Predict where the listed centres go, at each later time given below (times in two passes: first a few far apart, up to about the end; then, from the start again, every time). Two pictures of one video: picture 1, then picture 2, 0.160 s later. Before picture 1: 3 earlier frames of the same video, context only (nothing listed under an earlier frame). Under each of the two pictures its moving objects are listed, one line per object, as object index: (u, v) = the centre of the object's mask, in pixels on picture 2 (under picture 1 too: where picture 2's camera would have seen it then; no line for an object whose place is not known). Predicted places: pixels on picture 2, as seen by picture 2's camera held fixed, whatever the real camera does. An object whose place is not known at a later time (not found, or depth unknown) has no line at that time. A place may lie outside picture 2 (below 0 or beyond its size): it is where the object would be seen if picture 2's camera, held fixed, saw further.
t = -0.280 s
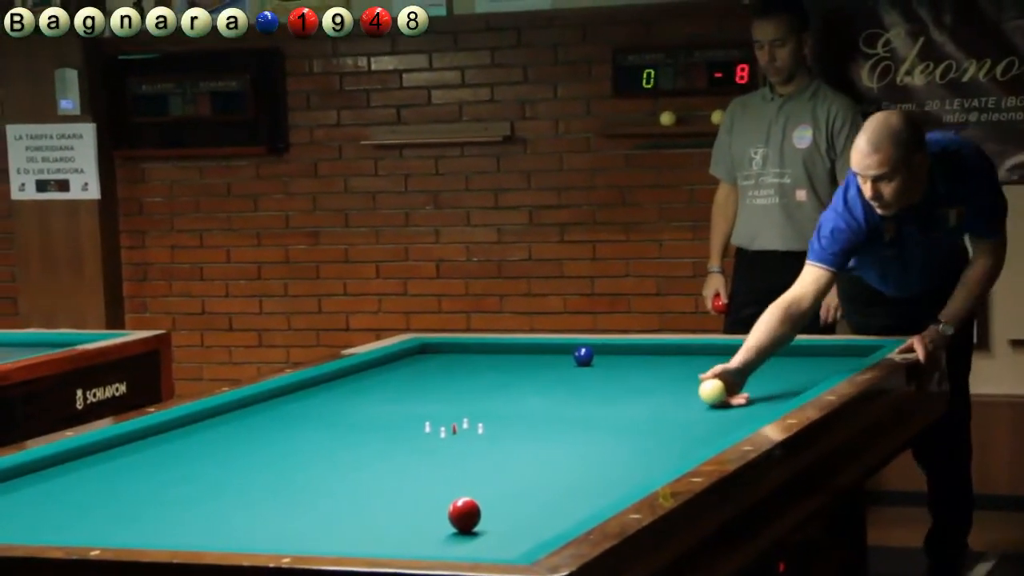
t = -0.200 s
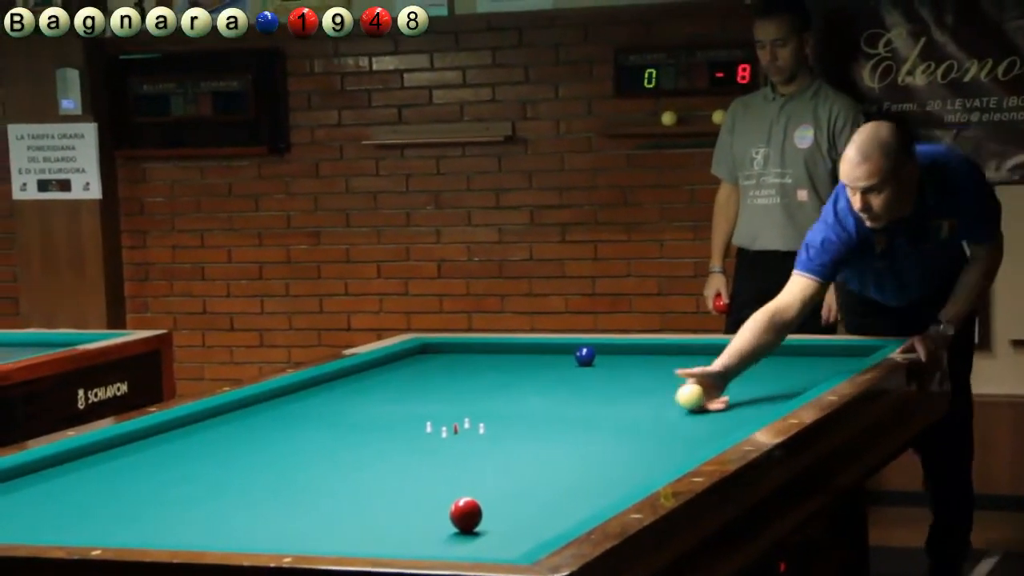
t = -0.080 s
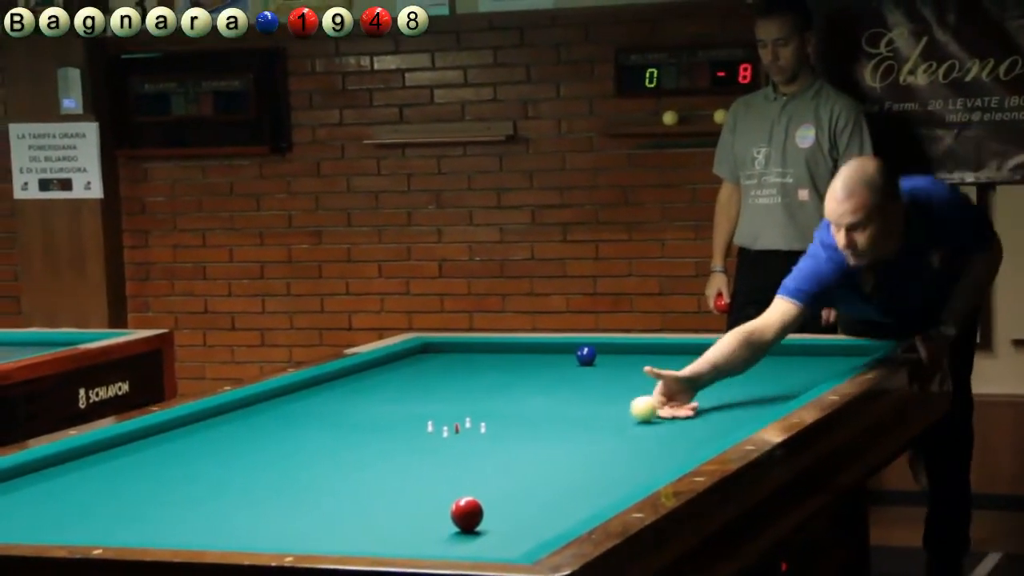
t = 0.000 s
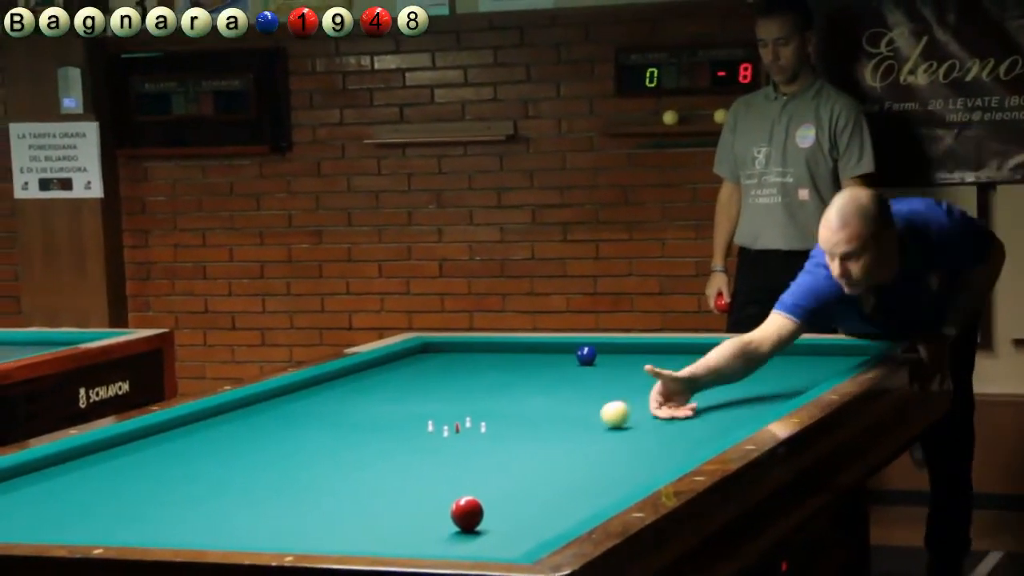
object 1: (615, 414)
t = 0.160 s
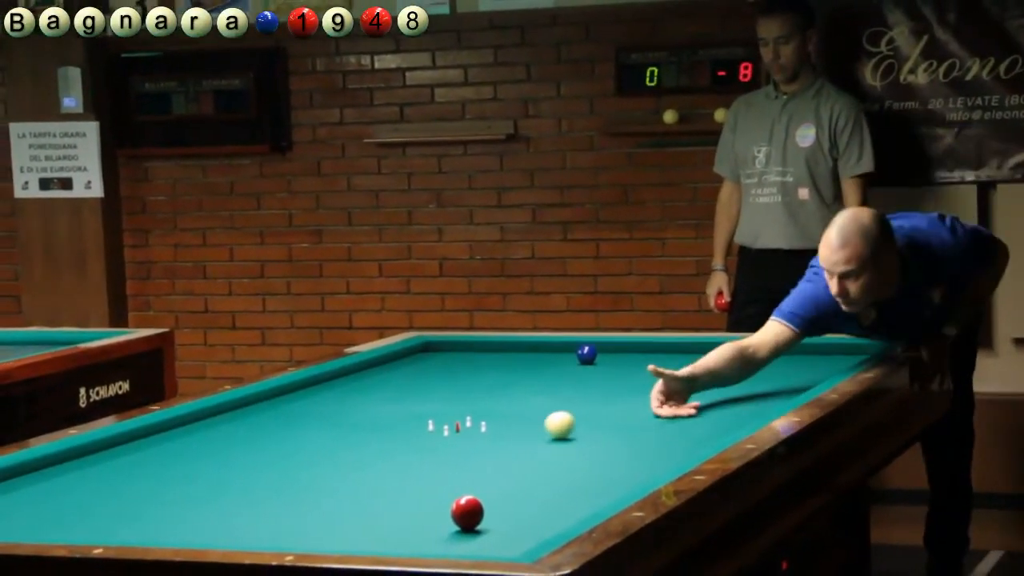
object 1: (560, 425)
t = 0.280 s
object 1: (517, 433)
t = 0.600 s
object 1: (398, 457)
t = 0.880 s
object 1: (284, 482)
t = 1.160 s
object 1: (156, 508)
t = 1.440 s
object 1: (16, 531)
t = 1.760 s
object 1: (36, 516)
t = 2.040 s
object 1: (47, 500)
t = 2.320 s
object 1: (56, 485)
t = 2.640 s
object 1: (65, 470)
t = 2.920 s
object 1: (73, 458)
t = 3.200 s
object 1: (95, 447)
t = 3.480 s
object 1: (136, 439)
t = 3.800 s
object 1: (179, 430)
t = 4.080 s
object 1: (215, 422)
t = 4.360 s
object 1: (248, 415)
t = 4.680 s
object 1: (283, 408)
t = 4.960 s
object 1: (311, 402)
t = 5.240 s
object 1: (337, 397)
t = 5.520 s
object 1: (362, 391)
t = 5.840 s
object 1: (388, 386)
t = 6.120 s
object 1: (410, 381)
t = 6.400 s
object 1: (429, 377)
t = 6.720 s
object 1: (450, 373)
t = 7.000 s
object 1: (467, 369)
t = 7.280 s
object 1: (483, 366)
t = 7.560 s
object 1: (498, 363)
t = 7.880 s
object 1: (514, 359)
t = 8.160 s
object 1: (527, 357)
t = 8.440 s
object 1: (539, 354)
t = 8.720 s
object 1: (551, 351)
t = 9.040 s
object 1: (562, 349)
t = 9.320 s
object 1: (570, 346)
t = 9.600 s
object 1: (578, 342)
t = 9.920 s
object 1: (579, 343)
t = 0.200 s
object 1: (546, 427)
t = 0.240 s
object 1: (531, 430)
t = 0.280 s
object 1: (517, 433)
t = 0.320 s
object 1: (503, 436)
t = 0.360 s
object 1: (489, 439)
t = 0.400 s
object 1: (474, 442)
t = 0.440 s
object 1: (459, 445)
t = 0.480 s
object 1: (444, 448)
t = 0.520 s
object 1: (429, 451)
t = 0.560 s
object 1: (414, 454)
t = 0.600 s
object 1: (398, 457)
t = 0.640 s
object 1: (383, 461)
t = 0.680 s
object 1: (366, 464)
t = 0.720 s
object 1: (350, 468)
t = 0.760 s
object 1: (334, 471)
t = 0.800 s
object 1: (317, 475)
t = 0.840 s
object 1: (300, 478)
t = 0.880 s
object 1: (284, 482)
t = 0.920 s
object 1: (267, 485)
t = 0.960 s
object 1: (249, 489)
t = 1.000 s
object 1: (232, 492)
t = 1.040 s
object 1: (213, 496)
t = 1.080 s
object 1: (195, 500)
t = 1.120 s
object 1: (175, 504)
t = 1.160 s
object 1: (156, 508)
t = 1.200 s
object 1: (137, 512)
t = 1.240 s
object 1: (117, 516)
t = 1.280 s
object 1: (98, 521)
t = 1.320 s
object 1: (77, 524)
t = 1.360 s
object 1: (57, 526)
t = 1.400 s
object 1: (37, 528)
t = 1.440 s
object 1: (16, 531)
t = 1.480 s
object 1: (13, 530)
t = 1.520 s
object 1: (18, 528)
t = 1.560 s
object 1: (23, 526)
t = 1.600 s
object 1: (27, 524)
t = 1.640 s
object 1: (30, 523)
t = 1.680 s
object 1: (33, 521)
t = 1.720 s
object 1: (35, 518)
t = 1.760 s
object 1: (36, 516)
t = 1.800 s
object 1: (38, 513)
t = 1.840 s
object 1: (39, 511)
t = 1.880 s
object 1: (41, 509)
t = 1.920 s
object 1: (42, 506)
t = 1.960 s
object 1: (44, 504)
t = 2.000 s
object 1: (45, 502)
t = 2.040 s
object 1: (47, 500)
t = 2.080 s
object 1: (48, 497)
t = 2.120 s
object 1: (49, 495)
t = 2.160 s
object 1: (51, 493)
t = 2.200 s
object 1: (52, 491)
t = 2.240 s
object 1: (54, 489)
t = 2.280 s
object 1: (55, 487)
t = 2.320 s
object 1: (56, 485)
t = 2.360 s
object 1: (57, 483)
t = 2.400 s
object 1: (59, 481)
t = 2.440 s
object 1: (60, 479)
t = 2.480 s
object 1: (61, 477)
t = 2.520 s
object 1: (62, 476)
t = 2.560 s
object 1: (63, 473)
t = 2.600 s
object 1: (65, 472)
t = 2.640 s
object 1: (65, 470)
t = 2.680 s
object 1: (66, 468)
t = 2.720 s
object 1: (67, 467)
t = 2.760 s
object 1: (68, 465)
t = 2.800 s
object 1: (70, 463)
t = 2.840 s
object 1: (71, 461)
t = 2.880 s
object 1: (72, 460)
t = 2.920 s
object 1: (73, 458)
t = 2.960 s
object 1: (74, 456)
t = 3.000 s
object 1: (75, 454)
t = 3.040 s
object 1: (76, 453)
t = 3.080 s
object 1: (78, 451)
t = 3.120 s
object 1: (83, 450)
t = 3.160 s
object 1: (89, 449)
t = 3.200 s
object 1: (95, 447)
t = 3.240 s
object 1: (101, 446)
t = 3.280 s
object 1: (107, 445)
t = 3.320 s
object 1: (113, 444)
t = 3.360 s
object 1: (119, 443)
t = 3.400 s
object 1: (125, 442)
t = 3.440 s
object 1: (130, 440)
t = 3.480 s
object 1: (136, 439)
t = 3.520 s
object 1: (141, 438)
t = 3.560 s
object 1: (147, 437)
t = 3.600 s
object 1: (153, 435)
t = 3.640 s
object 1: (158, 434)
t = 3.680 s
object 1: (164, 433)
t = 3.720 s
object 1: (169, 432)
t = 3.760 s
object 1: (174, 431)
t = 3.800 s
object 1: (179, 430)
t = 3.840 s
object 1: (185, 429)
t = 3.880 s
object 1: (190, 427)
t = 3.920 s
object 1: (195, 426)
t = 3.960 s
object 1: (200, 426)
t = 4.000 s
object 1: (205, 424)
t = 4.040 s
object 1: (210, 423)
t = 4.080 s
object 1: (215, 422)
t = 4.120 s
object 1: (220, 421)
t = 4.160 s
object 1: (224, 420)
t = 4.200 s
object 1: (229, 420)
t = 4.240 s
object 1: (234, 419)
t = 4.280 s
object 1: (239, 417)
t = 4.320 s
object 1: (244, 416)
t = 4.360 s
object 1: (248, 415)
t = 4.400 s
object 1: (252, 414)
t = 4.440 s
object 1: (257, 414)
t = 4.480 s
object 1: (261, 413)
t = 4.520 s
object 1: (266, 412)
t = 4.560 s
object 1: (270, 411)
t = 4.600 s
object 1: (274, 410)
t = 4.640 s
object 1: (279, 409)
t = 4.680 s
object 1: (283, 408)
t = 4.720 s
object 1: (287, 407)
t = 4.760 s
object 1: (291, 406)
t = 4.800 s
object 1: (295, 406)
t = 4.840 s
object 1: (299, 405)
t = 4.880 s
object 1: (303, 404)
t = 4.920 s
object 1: (307, 403)
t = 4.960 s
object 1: (311, 402)
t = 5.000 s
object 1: (315, 401)
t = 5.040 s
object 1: (319, 401)
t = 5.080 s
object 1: (322, 400)
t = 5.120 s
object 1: (327, 399)
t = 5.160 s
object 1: (330, 398)
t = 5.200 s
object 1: (333, 397)
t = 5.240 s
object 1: (337, 397)
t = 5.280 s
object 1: (341, 396)
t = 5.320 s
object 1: (344, 395)
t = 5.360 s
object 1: (348, 395)
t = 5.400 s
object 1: (352, 394)
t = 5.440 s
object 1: (355, 393)
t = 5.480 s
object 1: (359, 392)
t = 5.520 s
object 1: (362, 391)
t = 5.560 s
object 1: (366, 390)
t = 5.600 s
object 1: (369, 390)
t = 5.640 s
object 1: (372, 389)
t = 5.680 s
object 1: (375, 389)
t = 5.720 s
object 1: (379, 388)
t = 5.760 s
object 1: (382, 387)
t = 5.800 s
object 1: (385, 387)
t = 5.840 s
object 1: (388, 386)
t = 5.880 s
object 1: (391, 385)
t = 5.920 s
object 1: (394, 385)
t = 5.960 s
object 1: (397, 384)
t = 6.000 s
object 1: (400, 383)
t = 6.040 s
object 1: (403, 382)
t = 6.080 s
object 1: (406, 382)
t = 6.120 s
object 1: (410, 381)
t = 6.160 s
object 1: (412, 381)
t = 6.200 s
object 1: (415, 380)
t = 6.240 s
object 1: (418, 379)
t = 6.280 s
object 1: (421, 379)
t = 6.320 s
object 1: (423, 379)
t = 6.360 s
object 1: (426, 378)
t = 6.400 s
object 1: (429, 377)
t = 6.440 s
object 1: (432, 377)
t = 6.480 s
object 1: (434, 376)
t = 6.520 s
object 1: (437, 376)
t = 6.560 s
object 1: (440, 375)
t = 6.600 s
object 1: (442, 374)
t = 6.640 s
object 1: (445, 374)
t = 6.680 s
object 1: (448, 373)
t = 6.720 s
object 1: (450, 373)
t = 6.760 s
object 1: (452, 372)
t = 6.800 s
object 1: (455, 372)
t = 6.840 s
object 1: (457, 371)
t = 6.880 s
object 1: (460, 371)
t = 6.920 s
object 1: (462, 370)
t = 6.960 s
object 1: (465, 370)
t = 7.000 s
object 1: (467, 369)
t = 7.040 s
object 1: (470, 369)
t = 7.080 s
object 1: (472, 368)
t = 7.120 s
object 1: (474, 367)
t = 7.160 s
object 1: (476, 367)
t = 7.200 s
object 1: (479, 367)
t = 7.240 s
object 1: (481, 366)
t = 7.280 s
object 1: (483, 366)
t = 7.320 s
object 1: (485, 365)
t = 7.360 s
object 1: (488, 365)
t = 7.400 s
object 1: (490, 364)
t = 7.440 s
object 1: (492, 364)
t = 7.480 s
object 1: (494, 364)
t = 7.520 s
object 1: (496, 363)
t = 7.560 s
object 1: (498, 363)
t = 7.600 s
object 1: (500, 362)
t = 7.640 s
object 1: (502, 362)
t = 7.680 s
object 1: (504, 361)
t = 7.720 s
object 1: (507, 361)
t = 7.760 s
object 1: (508, 360)
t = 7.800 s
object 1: (510, 360)
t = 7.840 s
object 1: (512, 360)
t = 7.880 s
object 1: (514, 359)
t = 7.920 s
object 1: (516, 359)
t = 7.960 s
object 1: (518, 358)
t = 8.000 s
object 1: (520, 358)
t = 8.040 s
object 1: (522, 358)
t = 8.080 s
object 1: (524, 357)
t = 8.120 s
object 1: (526, 357)
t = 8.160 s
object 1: (527, 357)
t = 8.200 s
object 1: (529, 356)
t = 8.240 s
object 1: (531, 356)
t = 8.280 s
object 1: (533, 355)
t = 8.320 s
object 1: (534, 355)
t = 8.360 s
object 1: (536, 355)
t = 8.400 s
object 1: (538, 354)
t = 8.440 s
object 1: (539, 354)
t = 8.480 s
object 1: (541, 353)
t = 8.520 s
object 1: (543, 353)
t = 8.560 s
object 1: (544, 353)
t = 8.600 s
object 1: (546, 352)
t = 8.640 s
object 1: (548, 351)
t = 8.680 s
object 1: (549, 351)
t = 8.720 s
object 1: (551, 351)
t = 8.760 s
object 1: (552, 351)
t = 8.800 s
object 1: (553, 350)
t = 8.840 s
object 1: (555, 350)
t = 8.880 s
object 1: (556, 350)
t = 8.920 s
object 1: (558, 350)
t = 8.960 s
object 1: (559, 349)
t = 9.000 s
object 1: (561, 349)
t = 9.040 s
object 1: (562, 349)
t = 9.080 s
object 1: (563, 348)
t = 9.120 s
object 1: (564, 348)
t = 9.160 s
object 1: (566, 348)
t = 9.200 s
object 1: (567, 347)
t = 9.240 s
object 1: (568, 347)
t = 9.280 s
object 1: (569, 347)
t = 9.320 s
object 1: (570, 346)
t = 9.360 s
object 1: (572, 346)
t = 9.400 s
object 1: (572, 345)
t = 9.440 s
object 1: (573, 345)
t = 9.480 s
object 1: (574, 344)
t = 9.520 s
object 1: (575, 344)
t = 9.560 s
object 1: (577, 343)
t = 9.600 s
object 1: (578, 342)
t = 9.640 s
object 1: (579, 342)
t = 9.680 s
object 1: (579, 342)
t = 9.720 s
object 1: (579, 342)
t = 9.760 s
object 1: (579, 342)
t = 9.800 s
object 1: (579, 342)
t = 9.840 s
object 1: (579, 342)
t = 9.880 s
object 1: (579, 342)
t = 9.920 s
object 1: (579, 343)
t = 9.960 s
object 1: (579, 342)
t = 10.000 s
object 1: (579, 343)
